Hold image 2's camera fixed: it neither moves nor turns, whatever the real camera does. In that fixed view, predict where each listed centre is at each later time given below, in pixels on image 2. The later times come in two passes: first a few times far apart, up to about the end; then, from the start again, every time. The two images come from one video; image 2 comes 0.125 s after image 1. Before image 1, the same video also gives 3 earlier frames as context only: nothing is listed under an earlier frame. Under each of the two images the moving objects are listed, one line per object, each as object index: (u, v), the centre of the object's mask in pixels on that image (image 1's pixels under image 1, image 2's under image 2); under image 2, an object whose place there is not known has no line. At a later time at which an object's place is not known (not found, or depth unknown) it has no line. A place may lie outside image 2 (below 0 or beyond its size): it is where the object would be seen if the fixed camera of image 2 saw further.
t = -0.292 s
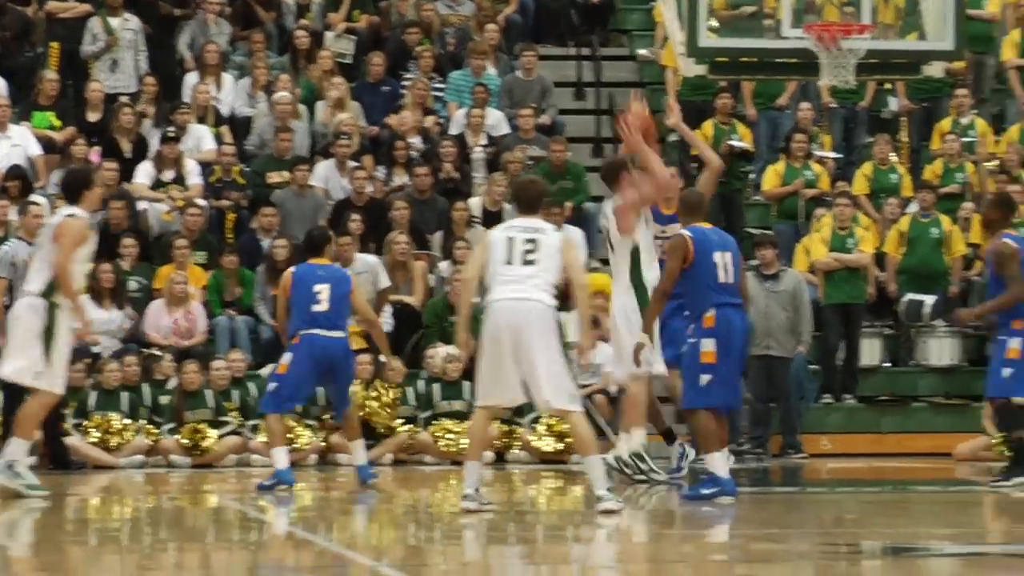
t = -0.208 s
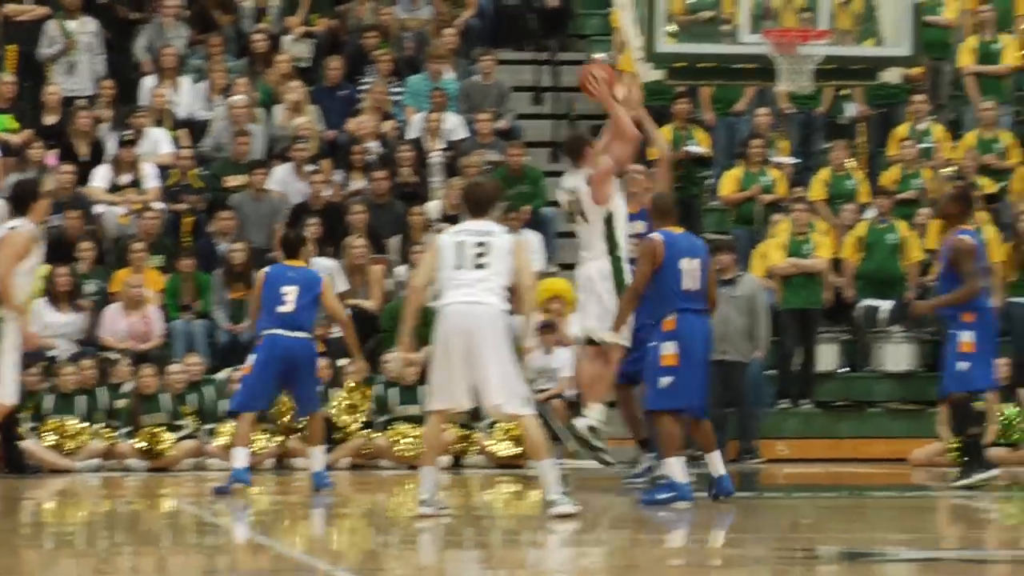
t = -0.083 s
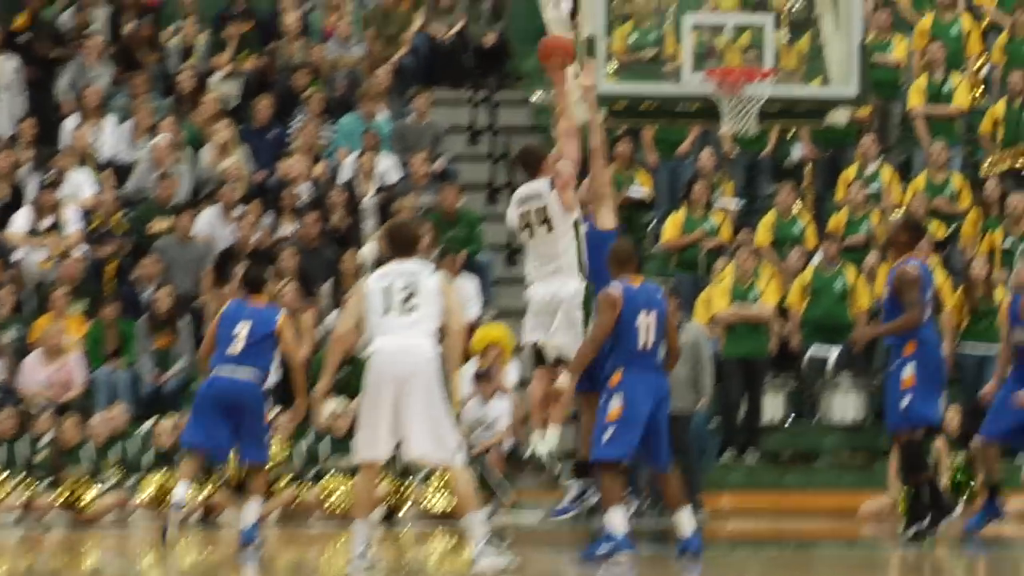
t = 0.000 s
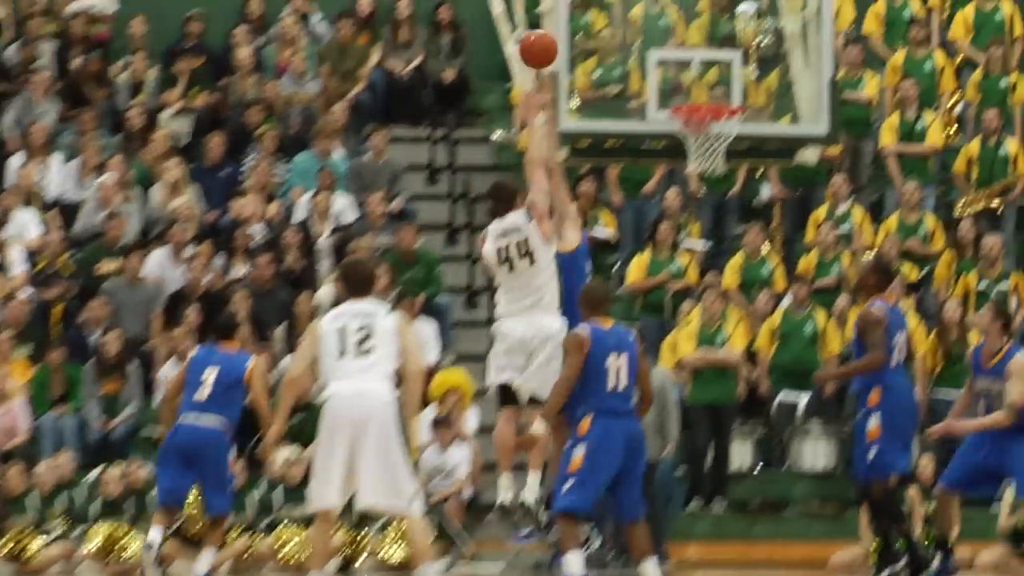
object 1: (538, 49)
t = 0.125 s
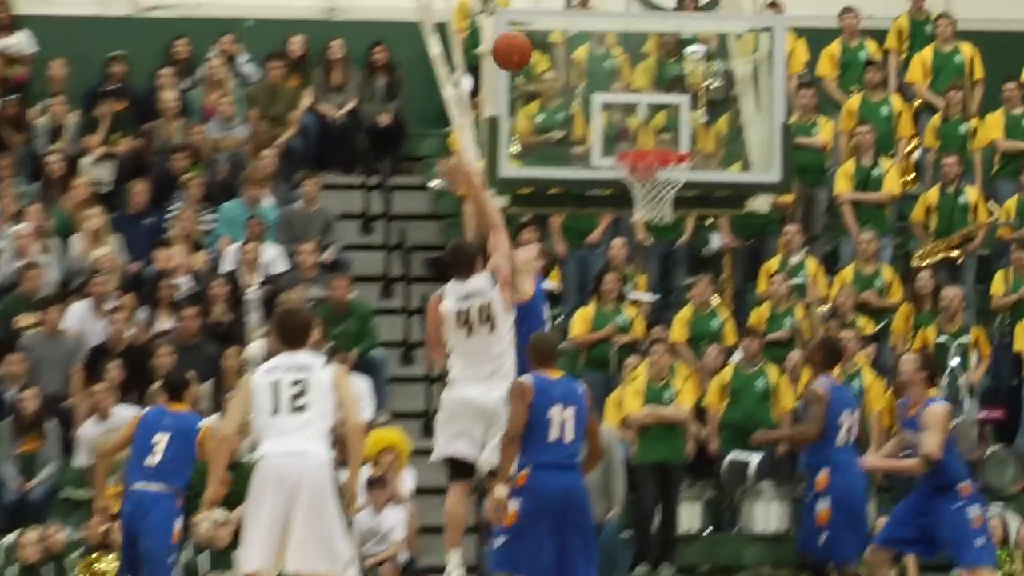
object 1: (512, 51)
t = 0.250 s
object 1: (545, 38)
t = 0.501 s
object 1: (612, 84)
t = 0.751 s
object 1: (661, 144)
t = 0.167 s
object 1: (523, 44)
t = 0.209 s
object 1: (534, 40)
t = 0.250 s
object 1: (545, 38)
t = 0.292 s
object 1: (556, 39)
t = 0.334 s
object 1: (568, 42)
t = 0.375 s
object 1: (580, 49)
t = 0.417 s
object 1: (591, 57)
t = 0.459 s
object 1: (602, 70)
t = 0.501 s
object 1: (612, 84)
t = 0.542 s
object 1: (622, 101)
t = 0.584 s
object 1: (632, 122)
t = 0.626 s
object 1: (640, 137)
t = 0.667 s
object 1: (648, 138)
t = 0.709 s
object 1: (655, 141)
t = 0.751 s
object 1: (661, 144)
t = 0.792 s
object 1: (662, 153)
